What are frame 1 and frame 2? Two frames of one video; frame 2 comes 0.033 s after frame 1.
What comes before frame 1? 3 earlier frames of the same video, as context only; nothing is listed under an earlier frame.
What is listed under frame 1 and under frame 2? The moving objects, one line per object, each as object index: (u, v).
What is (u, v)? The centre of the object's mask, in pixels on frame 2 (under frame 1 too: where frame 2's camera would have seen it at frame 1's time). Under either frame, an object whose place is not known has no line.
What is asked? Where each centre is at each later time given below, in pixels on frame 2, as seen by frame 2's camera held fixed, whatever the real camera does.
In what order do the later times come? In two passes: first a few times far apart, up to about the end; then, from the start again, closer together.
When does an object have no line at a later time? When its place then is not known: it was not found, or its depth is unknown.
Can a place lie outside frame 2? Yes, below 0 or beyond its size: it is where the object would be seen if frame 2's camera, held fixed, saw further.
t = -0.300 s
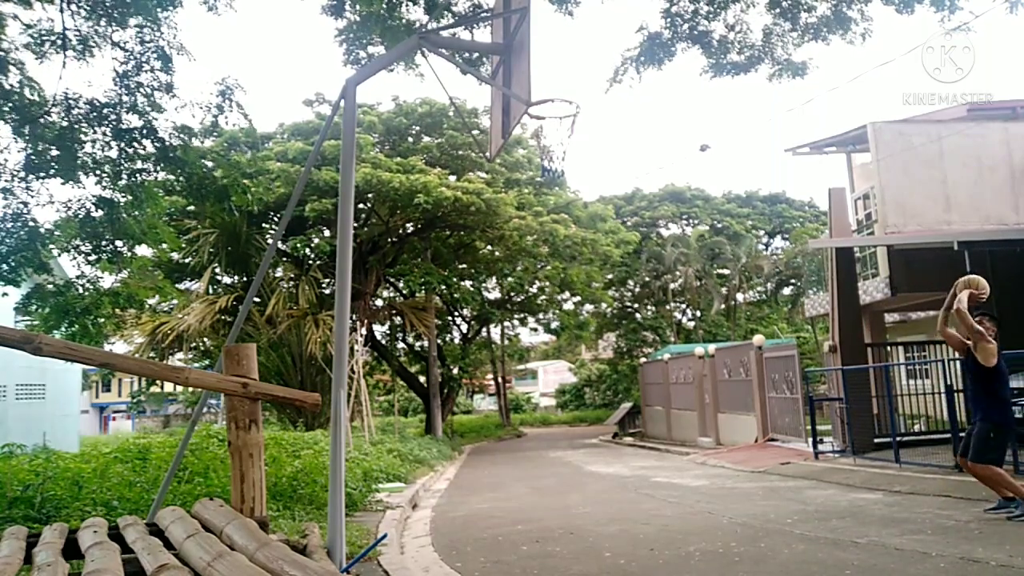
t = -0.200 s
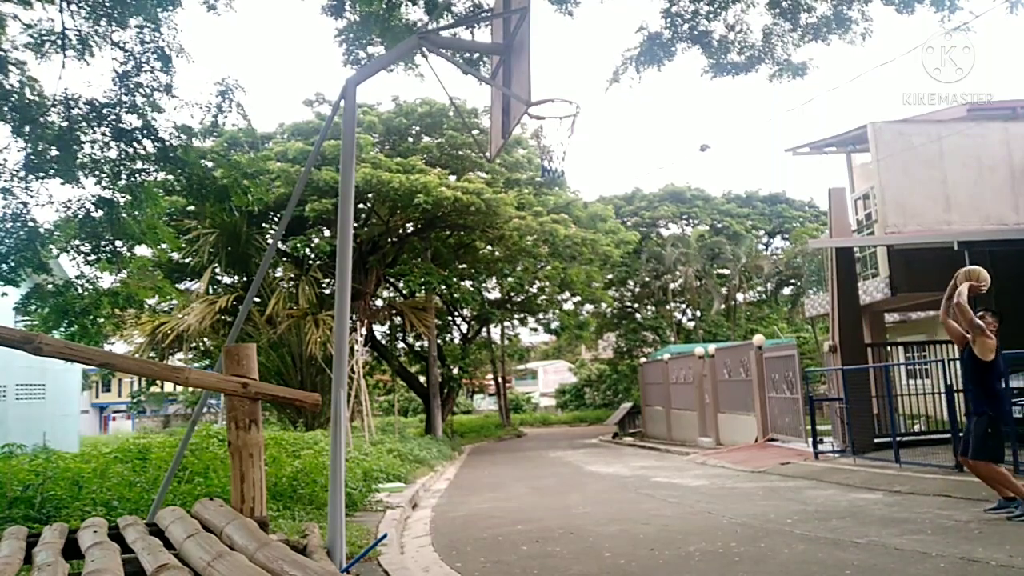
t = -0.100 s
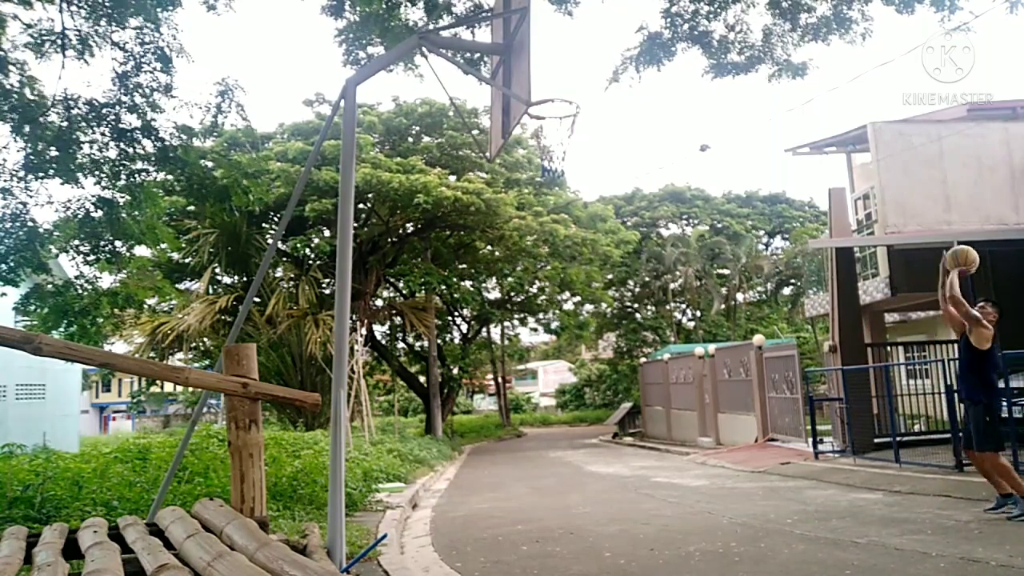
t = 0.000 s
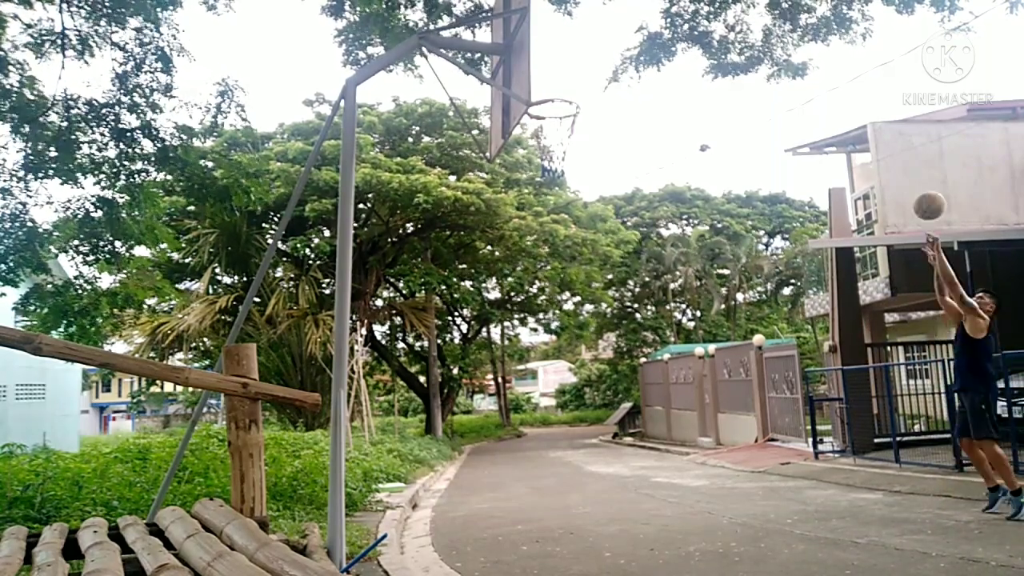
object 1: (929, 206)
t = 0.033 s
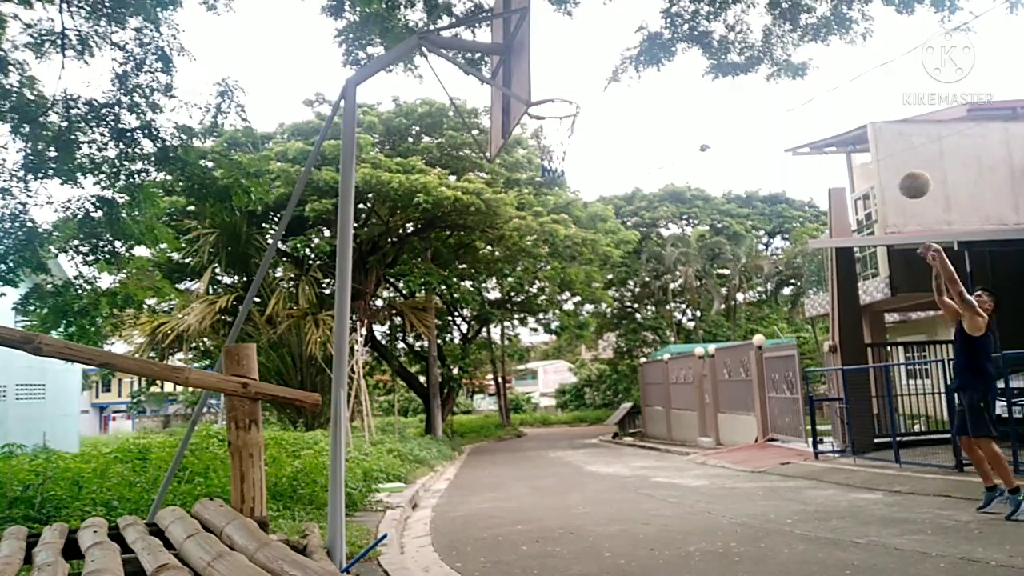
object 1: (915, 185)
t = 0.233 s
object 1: (829, 84)
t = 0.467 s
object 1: (733, 19)
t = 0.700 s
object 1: (634, 17)
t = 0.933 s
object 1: (538, 86)
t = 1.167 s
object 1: (545, 71)
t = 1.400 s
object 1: (572, 98)
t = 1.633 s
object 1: (600, 187)
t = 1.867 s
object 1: (628, 332)
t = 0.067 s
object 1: (900, 165)
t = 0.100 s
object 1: (885, 147)
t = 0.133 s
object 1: (872, 129)
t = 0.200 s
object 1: (843, 98)
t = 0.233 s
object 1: (829, 84)
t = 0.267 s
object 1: (815, 71)
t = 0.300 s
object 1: (801, 60)
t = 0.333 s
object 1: (787, 49)
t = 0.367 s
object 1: (774, 39)
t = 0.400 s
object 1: (760, 32)
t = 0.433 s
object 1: (746, 25)
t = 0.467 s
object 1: (733, 19)
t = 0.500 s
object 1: (718, 15)
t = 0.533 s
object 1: (705, 13)
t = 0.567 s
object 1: (691, 12)
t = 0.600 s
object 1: (677, 12)
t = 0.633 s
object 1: (663, 12)
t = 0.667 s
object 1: (649, 14)
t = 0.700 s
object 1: (634, 17)
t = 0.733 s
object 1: (620, 22)
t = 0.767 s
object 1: (606, 29)
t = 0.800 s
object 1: (591, 37)
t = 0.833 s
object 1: (577, 46)
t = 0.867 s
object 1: (562, 58)
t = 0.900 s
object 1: (547, 71)
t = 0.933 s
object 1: (538, 86)
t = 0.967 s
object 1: (532, 102)
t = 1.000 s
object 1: (535, 92)
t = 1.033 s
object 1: (536, 86)
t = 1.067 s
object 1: (538, 79)
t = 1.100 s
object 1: (540, 75)
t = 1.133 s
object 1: (543, 72)
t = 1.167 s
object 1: (545, 71)
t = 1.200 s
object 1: (550, 71)
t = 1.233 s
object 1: (553, 72)
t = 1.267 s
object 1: (557, 75)
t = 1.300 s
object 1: (561, 79)
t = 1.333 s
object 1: (565, 84)
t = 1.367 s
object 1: (568, 90)
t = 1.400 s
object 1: (572, 98)
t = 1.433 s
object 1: (576, 107)
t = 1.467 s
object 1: (580, 117)
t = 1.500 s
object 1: (584, 128)
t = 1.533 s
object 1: (588, 141)
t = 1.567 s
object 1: (592, 155)
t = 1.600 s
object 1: (596, 170)
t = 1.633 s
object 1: (600, 187)
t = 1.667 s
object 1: (605, 204)
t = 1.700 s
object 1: (608, 221)
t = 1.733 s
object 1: (613, 242)
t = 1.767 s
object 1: (616, 261)
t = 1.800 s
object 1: (620, 284)
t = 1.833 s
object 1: (625, 307)
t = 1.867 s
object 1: (628, 332)
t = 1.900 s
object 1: (632, 357)
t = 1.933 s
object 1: (637, 384)
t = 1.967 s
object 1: (641, 412)
